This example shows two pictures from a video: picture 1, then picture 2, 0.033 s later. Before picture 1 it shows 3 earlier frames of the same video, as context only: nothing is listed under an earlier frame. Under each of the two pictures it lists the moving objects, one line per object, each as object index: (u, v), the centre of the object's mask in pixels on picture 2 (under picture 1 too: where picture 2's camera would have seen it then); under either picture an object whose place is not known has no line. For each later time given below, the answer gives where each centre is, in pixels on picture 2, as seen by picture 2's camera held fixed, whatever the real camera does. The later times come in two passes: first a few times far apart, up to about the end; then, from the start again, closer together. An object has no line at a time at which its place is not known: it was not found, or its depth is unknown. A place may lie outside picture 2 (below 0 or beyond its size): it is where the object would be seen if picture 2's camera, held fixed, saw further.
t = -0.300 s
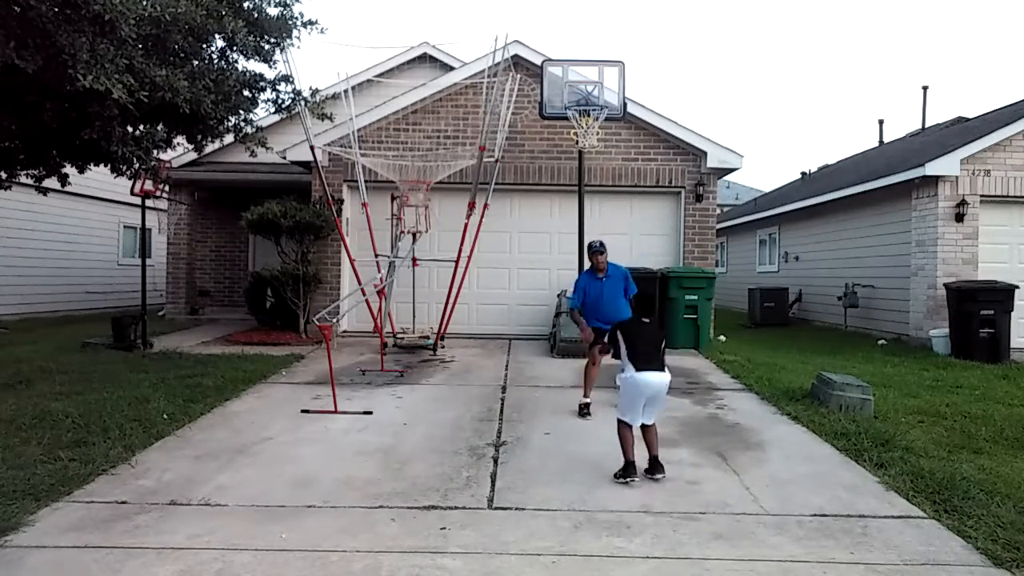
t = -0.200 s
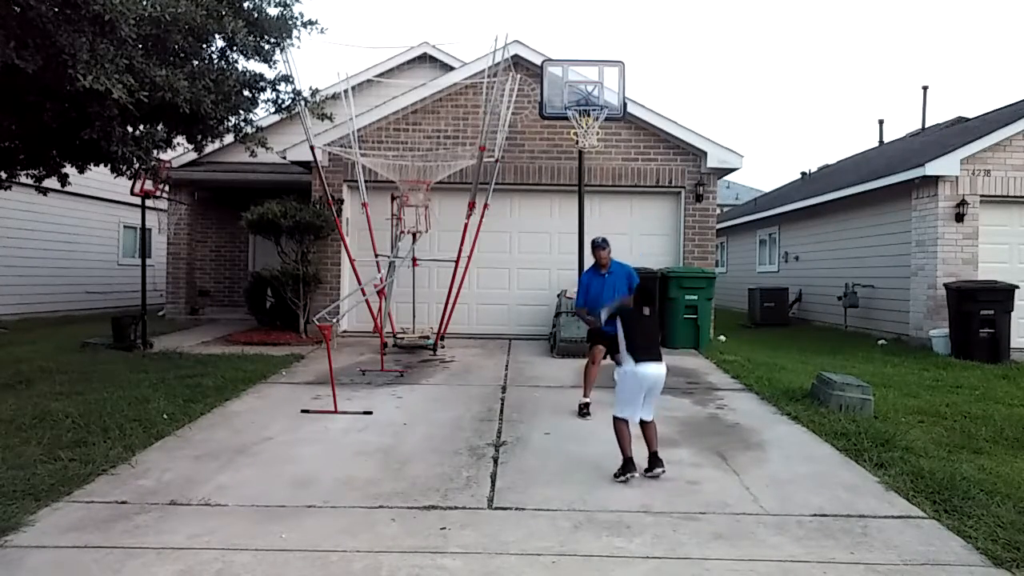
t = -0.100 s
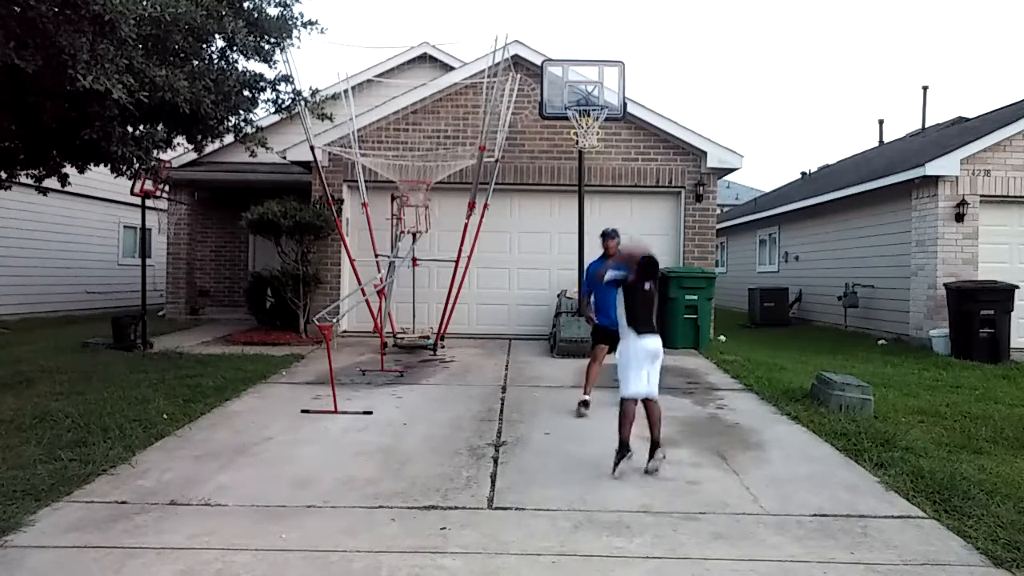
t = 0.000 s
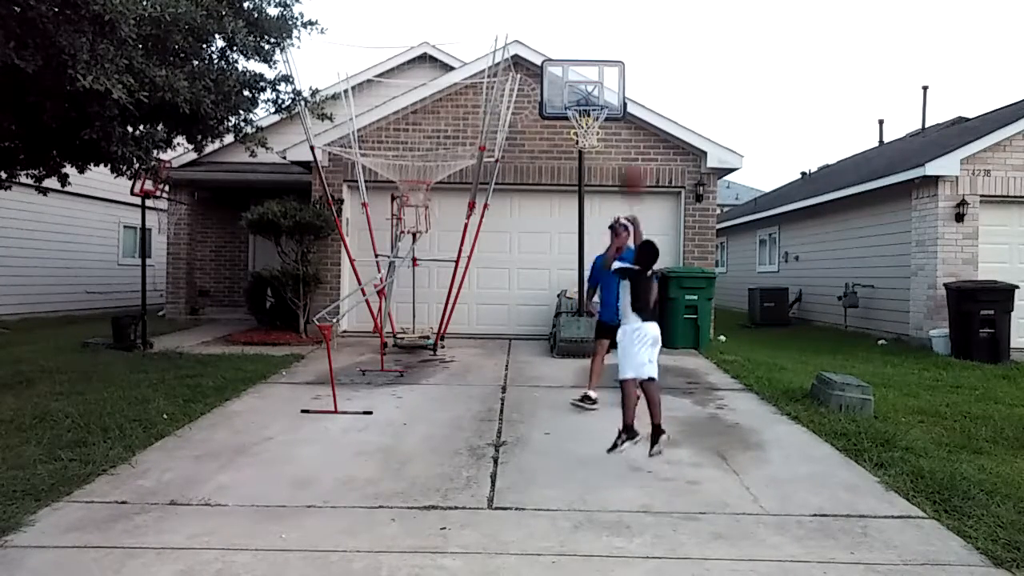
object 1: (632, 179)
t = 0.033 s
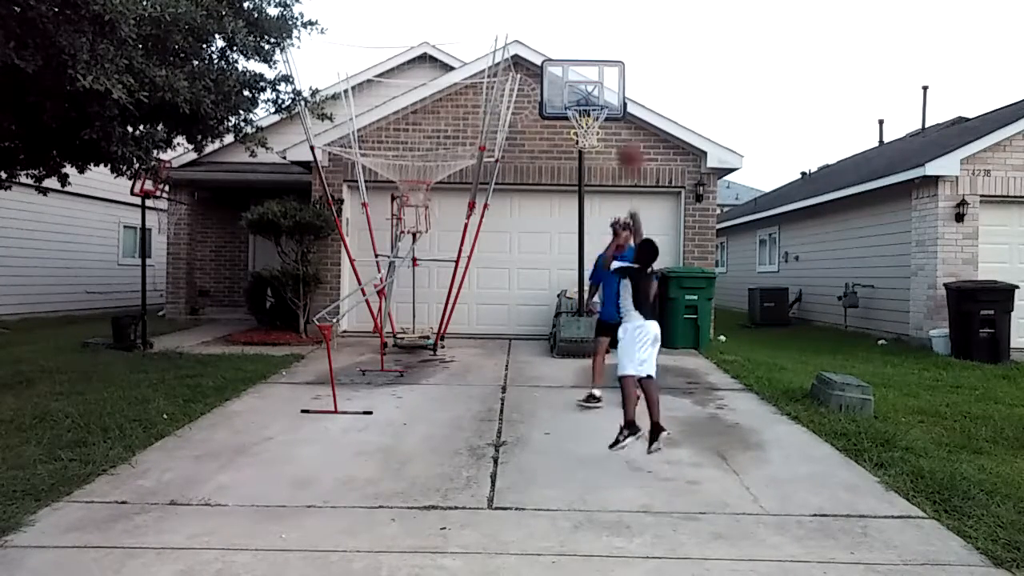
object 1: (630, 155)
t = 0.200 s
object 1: (620, 68)
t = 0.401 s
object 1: (610, 19)
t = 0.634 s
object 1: (598, 19)
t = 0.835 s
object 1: (589, 57)
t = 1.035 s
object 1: (586, 101)
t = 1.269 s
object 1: (581, 98)
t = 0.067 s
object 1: (628, 132)
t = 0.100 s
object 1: (627, 117)
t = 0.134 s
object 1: (625, 98)
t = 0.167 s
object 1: (623, 82)
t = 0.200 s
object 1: (620, 68)
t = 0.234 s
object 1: (618, 56)
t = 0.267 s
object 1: (617, 45)
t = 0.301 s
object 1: (615, 37)
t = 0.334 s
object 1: (613, 29)
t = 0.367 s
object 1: (612, 23)
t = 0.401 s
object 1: (610, 19)
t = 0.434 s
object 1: (608, 15)
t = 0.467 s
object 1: (606, 13)
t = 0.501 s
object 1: (605, 12)
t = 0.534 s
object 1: (603, 13)
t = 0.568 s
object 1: (602, 14)
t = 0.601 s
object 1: (600, 16)
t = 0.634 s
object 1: (598, 19)
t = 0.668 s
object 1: (597, 23)
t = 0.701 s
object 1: (595, 28)
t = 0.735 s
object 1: (594, 34)
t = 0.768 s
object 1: (592, 41)
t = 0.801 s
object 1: (591, 48)
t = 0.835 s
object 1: (589, 57)
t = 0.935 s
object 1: (586, 87)
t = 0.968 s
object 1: (583, 96)
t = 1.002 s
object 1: (582, 100)
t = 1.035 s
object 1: (586, 101)
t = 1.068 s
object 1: (589, 101)
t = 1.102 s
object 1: (587, 101)
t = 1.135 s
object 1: (585, 98)
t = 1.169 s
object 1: (583, 98)
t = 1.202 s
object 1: (581, 98)
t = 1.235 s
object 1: (581, 98)
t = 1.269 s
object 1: (581, 98)
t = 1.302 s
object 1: (581, 99)
